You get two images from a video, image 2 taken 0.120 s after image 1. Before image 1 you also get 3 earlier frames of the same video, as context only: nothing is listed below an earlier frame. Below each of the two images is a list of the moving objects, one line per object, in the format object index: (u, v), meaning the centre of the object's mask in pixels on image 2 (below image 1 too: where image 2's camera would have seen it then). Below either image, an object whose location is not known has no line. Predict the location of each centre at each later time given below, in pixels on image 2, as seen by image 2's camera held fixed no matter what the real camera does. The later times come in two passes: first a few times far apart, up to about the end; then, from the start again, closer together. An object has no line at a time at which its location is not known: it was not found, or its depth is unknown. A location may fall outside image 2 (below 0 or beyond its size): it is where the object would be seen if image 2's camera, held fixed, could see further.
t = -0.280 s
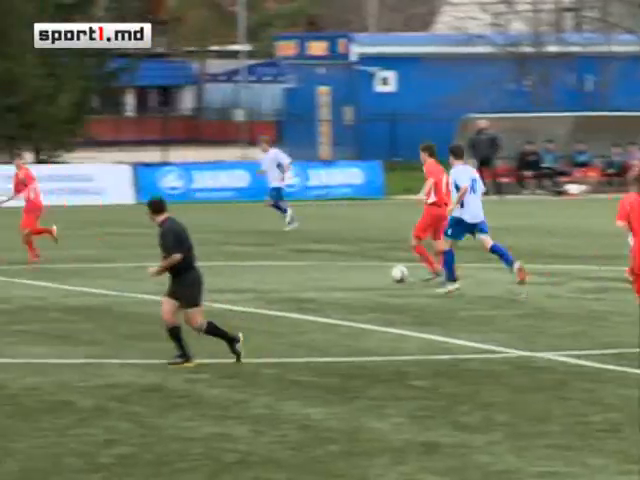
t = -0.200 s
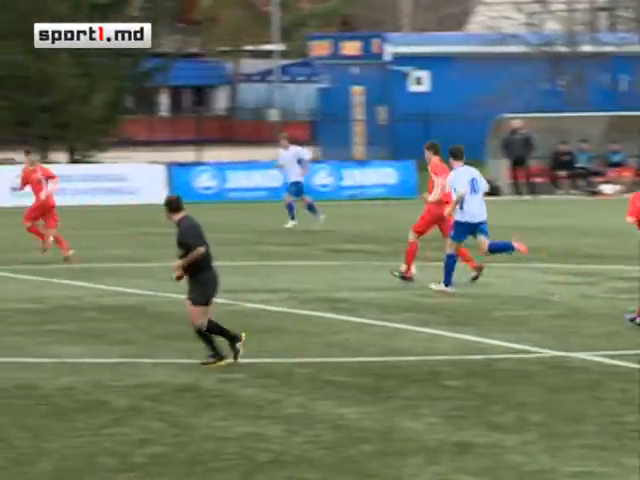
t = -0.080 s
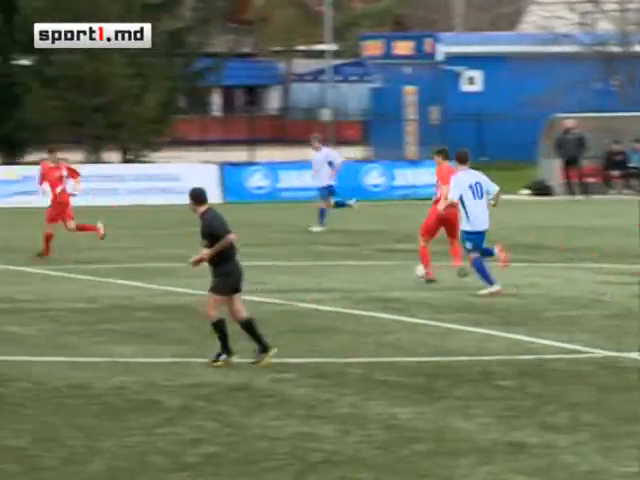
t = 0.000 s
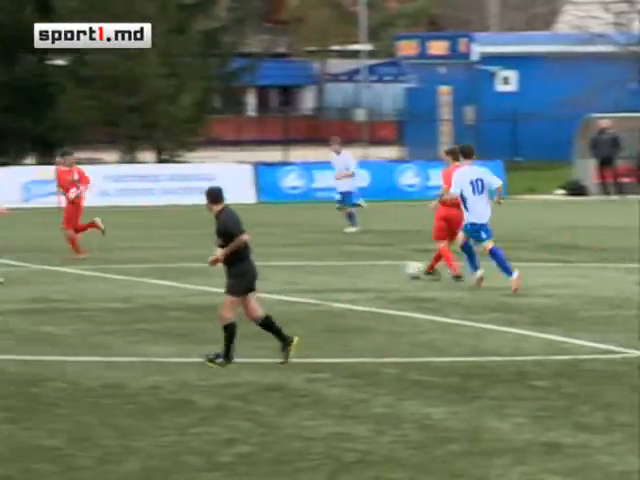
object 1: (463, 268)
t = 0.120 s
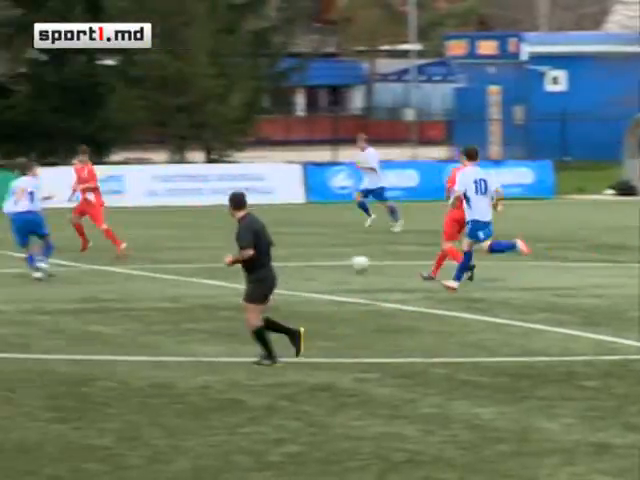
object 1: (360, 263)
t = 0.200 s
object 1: (297, 261)
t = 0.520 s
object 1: (101, 251)
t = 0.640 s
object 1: (45, 245)
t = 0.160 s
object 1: (328, 264)
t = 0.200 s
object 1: (297, 261)
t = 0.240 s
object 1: (269, 259)
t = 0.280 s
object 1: (242, 257)
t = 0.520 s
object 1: (101, 251)
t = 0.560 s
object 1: (80, 253)
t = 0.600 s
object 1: (62, 251)
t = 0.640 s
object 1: (45, 245)
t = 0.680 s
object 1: (28, 243)
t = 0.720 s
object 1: (11, 241)
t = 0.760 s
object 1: (-5, 241)
